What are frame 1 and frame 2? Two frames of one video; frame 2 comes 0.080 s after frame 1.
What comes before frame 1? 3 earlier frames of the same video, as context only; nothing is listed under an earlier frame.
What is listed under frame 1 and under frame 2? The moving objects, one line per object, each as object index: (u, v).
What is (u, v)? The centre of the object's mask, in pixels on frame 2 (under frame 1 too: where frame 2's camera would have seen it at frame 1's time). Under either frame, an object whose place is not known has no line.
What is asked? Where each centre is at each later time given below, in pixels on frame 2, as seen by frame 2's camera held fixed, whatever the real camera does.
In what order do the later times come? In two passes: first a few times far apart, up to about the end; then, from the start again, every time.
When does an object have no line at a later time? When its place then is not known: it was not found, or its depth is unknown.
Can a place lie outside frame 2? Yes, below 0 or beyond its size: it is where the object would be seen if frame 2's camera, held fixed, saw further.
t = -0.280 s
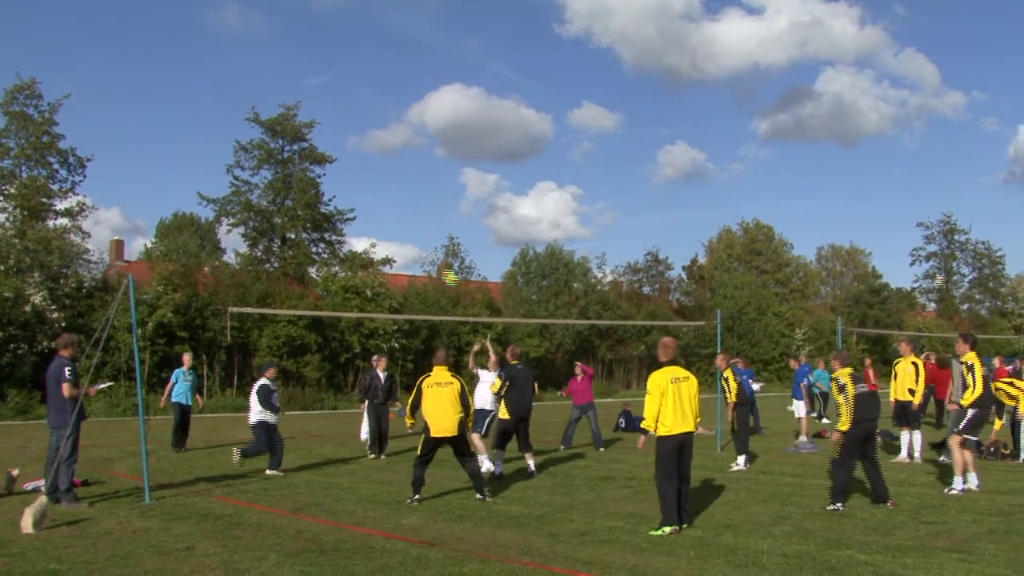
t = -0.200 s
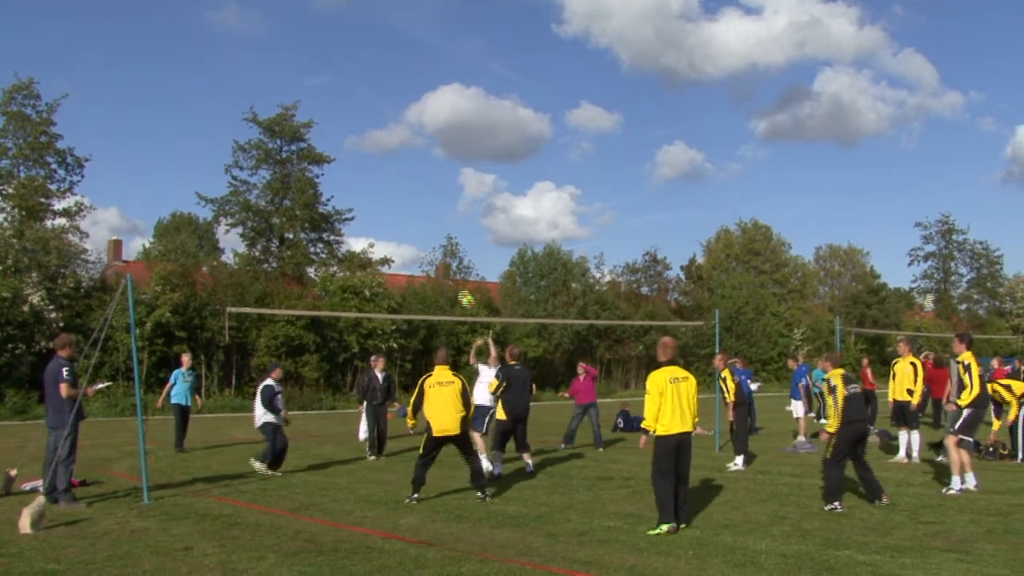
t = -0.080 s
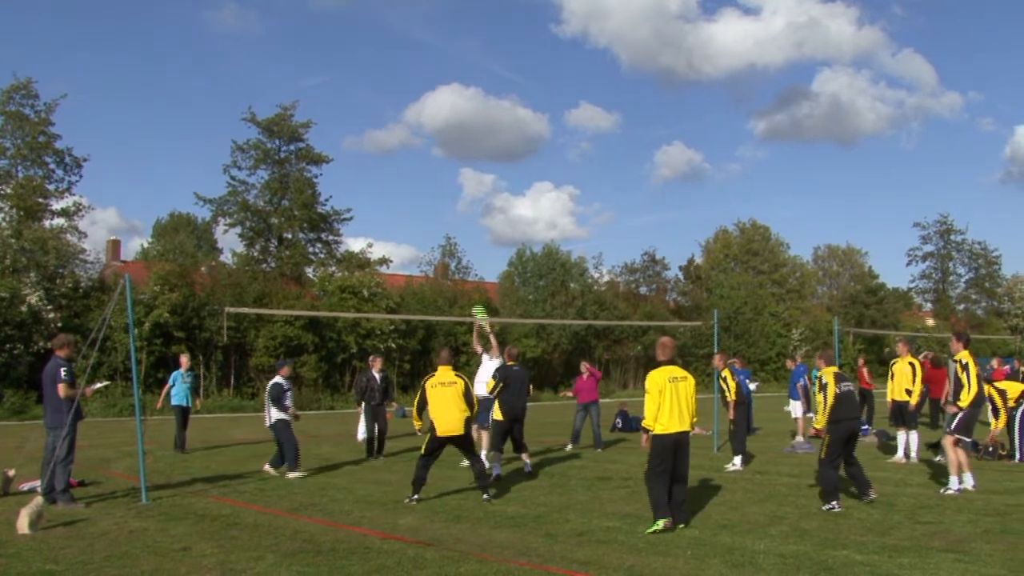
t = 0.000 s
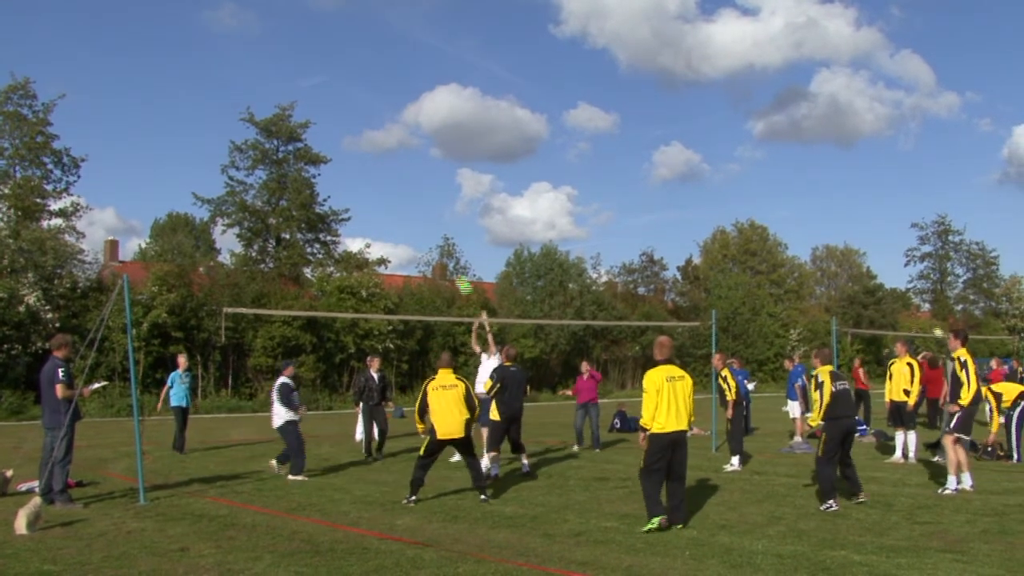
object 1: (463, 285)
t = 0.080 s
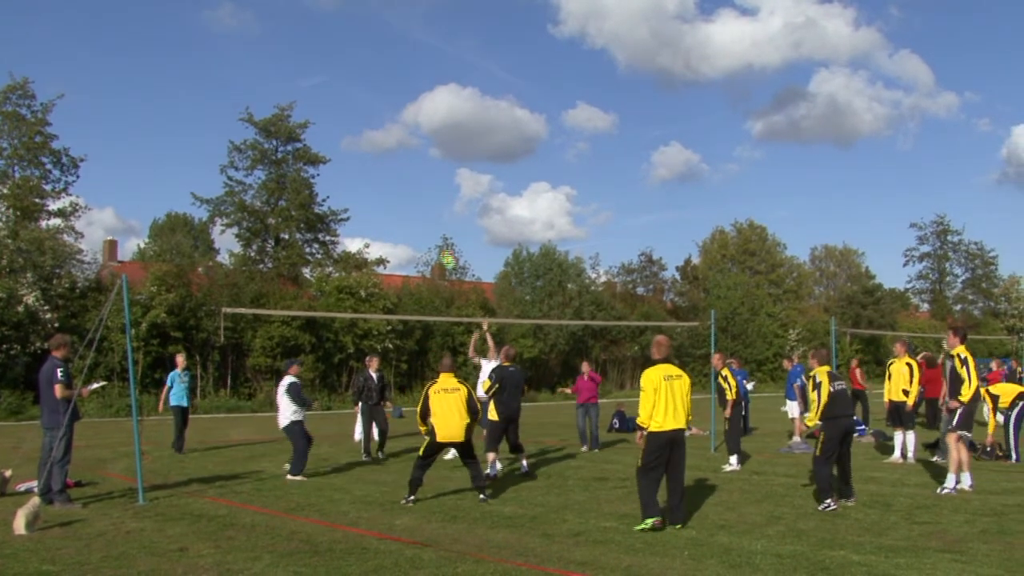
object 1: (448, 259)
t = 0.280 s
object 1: (413, 213)
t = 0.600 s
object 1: (358, 194)
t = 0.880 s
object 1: (310, 236)
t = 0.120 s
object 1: (441, 247)
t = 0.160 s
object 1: (434, 238)
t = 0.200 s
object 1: (427, 228)
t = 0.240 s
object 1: (420, 220)
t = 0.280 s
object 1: (413, 213)
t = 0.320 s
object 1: (406, 206)
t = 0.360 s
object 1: (399, 201)
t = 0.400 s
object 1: (393, 197)
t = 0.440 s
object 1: (386, 194)
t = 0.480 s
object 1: (379, 193)
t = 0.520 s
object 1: (372, 192)
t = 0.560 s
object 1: (365, 193)
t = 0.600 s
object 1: (358, 194)
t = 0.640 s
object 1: (351, 197)
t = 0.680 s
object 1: (345, 200)
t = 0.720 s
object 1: (338, 205)
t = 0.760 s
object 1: (330, 211)
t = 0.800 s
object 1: (323, 218)
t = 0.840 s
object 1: (316, 226)
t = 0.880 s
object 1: (310, 236)
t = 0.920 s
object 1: (302, 247)
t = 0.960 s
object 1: (295, 260)
